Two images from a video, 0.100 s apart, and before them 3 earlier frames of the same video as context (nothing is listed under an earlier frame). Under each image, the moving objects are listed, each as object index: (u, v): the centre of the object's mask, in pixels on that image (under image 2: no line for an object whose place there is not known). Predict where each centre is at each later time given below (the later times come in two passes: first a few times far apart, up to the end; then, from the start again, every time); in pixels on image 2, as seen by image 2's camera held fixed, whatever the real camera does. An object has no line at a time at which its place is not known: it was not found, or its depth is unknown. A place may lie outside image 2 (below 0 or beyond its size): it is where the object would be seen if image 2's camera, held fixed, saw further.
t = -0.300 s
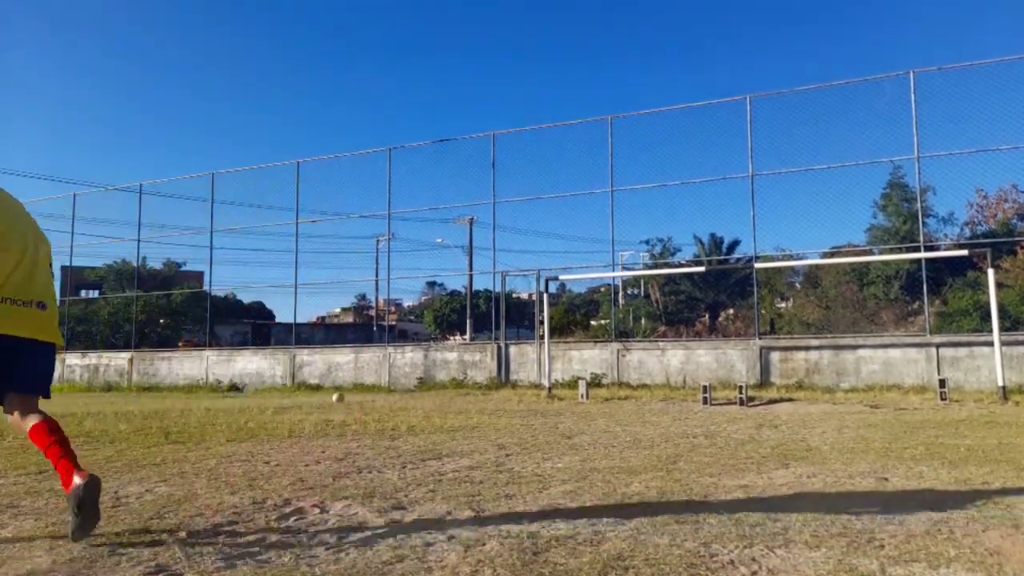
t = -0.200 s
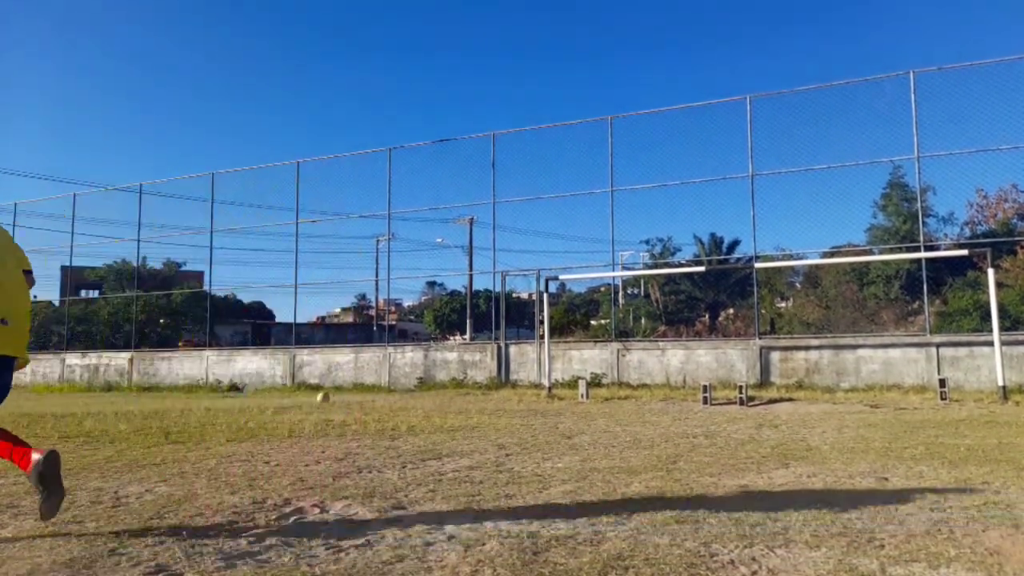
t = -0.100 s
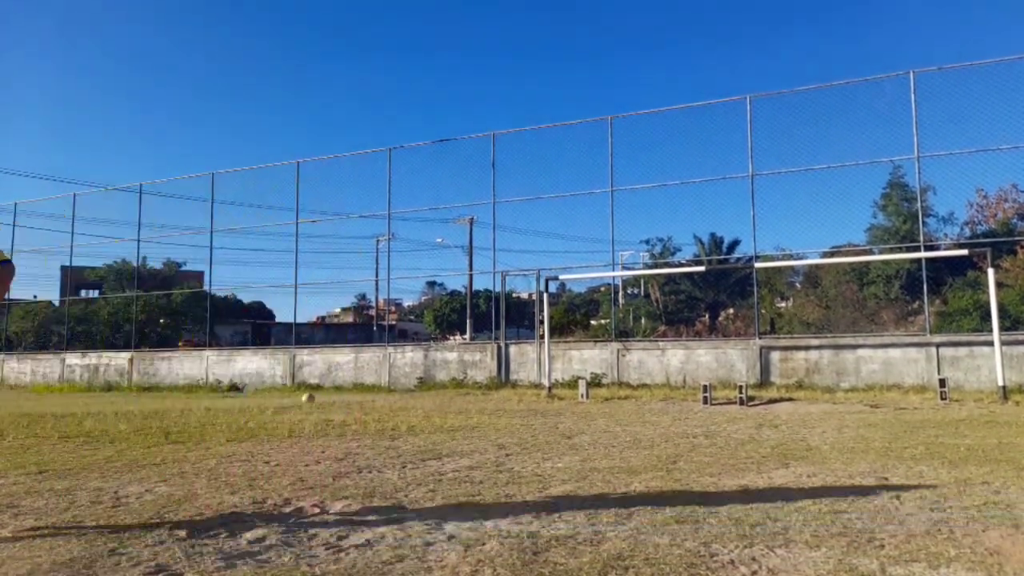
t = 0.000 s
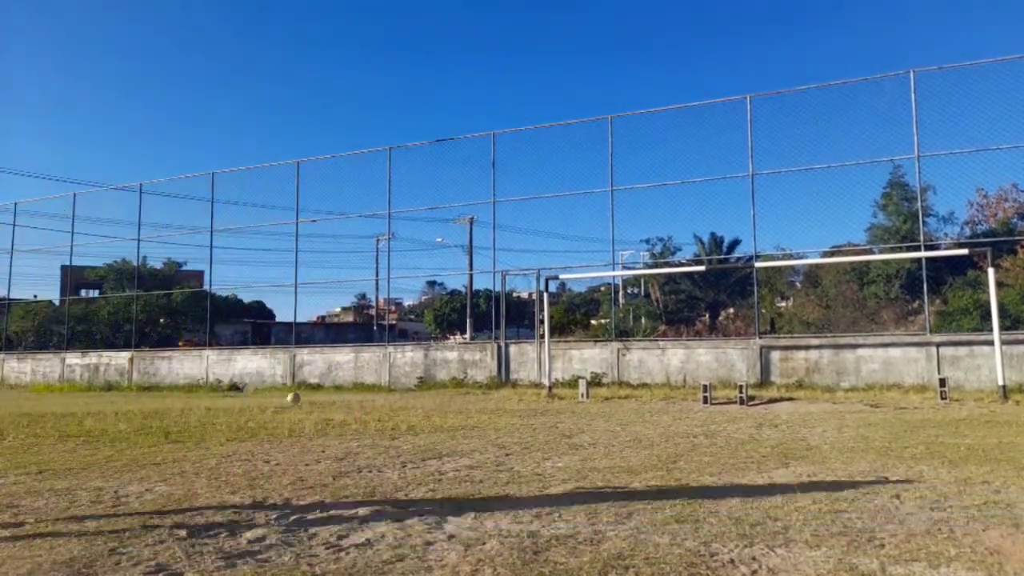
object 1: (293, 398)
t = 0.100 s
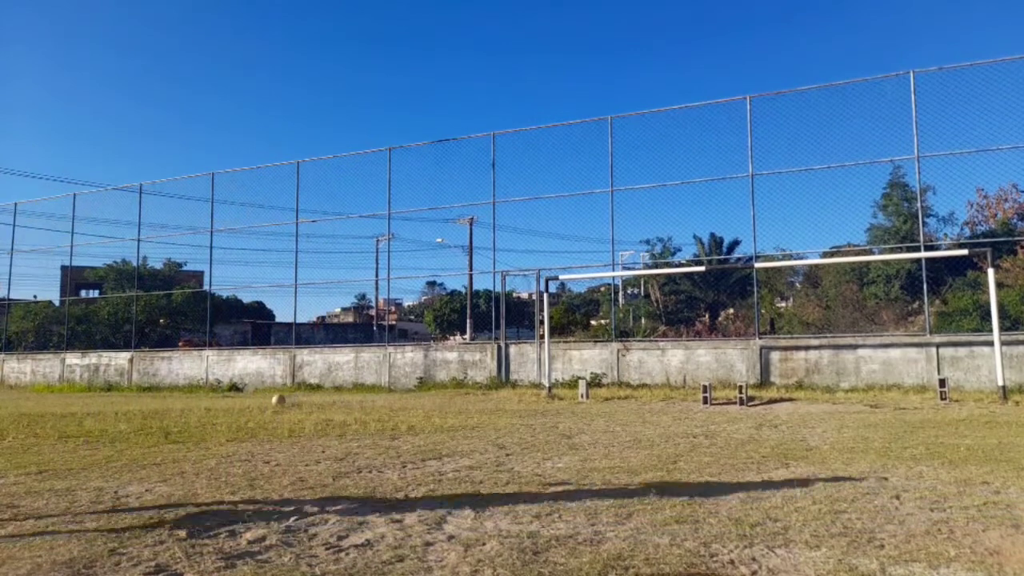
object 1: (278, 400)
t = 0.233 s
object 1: (258, 400)
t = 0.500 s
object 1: (220, 402)
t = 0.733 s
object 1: (184, 405)
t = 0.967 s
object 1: (149, 409)
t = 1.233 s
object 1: (110, 411)
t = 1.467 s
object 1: (78, 413)
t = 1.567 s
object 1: (64, 414)
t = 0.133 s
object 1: (272, 400)
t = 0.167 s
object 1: (268, 400)
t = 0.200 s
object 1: (263, 400)
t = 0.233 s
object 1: (258, 400)
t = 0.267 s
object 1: (253, 401)
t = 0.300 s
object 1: (248, 401)
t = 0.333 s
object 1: (244, 401)
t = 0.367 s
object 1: (239, 401)
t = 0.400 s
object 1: (234, 401)
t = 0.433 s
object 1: (229, 402)
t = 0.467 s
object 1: (224, 402)
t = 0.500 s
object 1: (220, 402)
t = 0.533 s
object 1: (214, 403)
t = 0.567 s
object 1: (209, 404)
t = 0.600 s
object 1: (204, 405)
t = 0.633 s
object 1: (199, 405)
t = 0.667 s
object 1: (194, 405)
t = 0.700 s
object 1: (189, 405)
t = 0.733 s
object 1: (184, 405)
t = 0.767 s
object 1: (179, 405)
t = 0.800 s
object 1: (174, 406)
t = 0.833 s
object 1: (169, 408)
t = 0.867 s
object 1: (164, 409)
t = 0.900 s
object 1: (159, 408)
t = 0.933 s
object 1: (154, 408)
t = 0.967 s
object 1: (149, 409)
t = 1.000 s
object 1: (144, 410)
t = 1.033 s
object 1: (139, 410)
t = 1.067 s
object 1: (134, 410)
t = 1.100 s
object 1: (130, 410)
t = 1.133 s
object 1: (125, 411)
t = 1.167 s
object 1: (120, 411)
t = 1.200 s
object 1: (115, 411)
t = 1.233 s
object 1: (110, 411)
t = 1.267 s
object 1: (105, 411)
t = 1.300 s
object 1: (101, 412)
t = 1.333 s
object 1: (96, 412)
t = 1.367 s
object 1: (92, 412)
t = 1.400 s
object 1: (87, 413)
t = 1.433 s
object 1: (82, 413)
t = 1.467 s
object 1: (78, 413)
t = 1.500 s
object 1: (74, 413)
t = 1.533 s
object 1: (69, 414)
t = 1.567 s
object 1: (64, 414)
